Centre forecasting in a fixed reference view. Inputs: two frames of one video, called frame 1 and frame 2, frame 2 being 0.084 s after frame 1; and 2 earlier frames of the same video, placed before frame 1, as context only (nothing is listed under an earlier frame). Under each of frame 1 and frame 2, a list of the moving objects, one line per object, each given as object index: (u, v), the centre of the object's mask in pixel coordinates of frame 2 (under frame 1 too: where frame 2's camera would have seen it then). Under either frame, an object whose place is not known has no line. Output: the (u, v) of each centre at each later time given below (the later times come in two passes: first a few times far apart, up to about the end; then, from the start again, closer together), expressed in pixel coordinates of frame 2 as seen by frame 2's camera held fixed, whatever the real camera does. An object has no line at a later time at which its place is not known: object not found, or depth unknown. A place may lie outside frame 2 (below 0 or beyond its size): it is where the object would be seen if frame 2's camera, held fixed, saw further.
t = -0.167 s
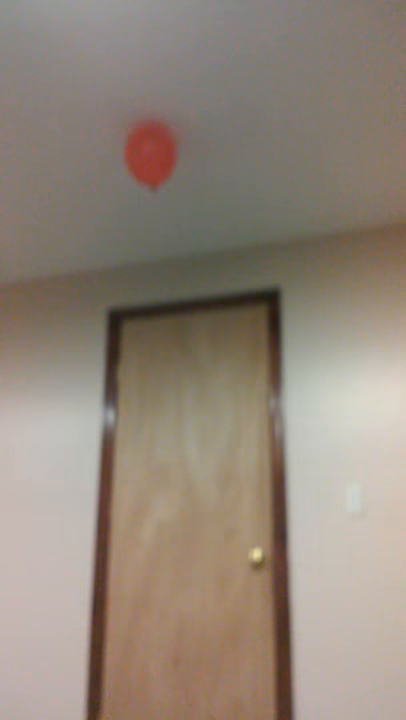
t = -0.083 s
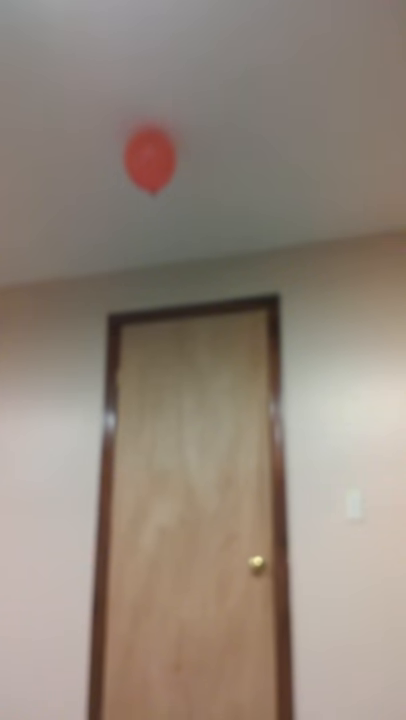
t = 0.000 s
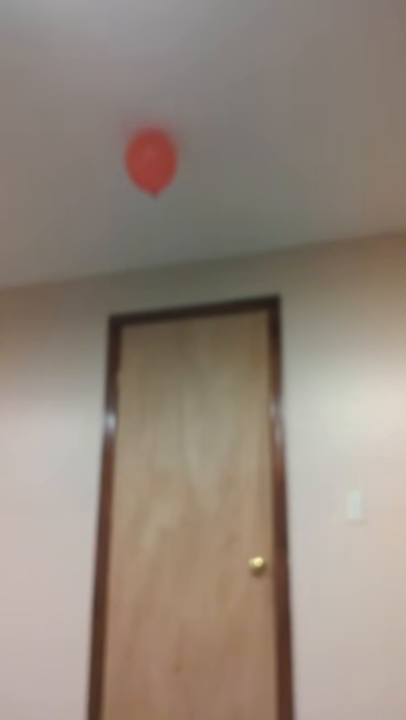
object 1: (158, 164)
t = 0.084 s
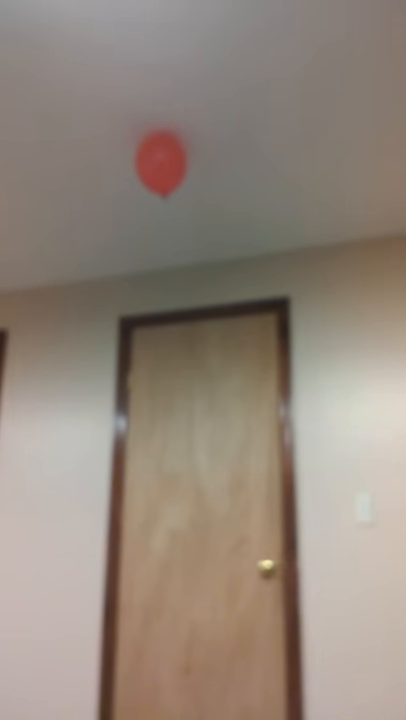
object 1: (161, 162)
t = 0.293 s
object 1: (159, 165)
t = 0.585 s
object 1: (160, 164)
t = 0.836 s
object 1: (159, 162)
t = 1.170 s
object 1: (161, 156)
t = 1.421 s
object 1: (164, 163)
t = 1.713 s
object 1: (239, 206)
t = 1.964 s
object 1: (272, 225)
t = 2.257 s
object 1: (295, 243)
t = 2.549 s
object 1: (309, 277)
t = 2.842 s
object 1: (324, 330)
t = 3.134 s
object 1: (341, 400)
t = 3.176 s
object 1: (342, 411)
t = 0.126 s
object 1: (161, 165)
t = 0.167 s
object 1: (160, 164)
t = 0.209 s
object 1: (161, 164)
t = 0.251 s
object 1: (160, 164)
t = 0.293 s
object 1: (159, 165)
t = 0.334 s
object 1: (159, 164)
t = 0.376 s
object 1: (159, 164)
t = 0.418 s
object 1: (159, 164)
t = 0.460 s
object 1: (159, 163)
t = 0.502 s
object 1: (159, 163)
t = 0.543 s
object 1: (159, 163)
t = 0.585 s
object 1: (160, 164)
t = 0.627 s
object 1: (160, 164)
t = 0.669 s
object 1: (159, 164)
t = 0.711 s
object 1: (158, 162)
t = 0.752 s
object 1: (158, 163)
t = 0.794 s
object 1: (159, 165)
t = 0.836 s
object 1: (159, 162)
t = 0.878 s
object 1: (159, 161)
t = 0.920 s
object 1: (162, 163)
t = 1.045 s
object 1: (158, 167)
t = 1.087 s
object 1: (167, 159)
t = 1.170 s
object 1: (161, 156)
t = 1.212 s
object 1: (162, 146)
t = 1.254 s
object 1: (160, 157)
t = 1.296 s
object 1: (163, 161)
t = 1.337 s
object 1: (162, 165)
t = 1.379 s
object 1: (163, 162)
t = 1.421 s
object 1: (164, 163)
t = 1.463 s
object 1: (166, 164)
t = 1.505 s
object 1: (177, 180)
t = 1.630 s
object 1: (221, 198)
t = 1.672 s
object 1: (231, 202)
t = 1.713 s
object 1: (239, 206)
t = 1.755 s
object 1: (243, 209)
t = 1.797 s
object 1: (251, 213)
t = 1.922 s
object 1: (269, 222)
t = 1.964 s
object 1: (272, 225)
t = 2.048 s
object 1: (281, 230)
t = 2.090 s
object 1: (285, 231)
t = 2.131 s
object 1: (288, 233)
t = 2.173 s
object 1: (290, 236)
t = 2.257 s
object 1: (295, 243)
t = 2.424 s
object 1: (301, 259)
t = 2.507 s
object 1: (307, 271)
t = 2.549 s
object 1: (309, 277)
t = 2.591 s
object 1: (311, 283)
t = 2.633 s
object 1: (313, 290)
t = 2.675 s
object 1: (316, 298)
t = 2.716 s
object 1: (317, 306)
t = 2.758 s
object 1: (319, 313)
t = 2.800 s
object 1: (321, 322)
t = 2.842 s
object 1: (324, 330)
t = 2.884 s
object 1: (327, 339)
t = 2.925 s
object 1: (329, 349)
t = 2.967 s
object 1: (332, 360)
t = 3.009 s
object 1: (334, 371)
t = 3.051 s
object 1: (336, 380)
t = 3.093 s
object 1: (338, 391)
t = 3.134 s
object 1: (341, 400)
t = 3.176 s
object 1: (342, 411)
